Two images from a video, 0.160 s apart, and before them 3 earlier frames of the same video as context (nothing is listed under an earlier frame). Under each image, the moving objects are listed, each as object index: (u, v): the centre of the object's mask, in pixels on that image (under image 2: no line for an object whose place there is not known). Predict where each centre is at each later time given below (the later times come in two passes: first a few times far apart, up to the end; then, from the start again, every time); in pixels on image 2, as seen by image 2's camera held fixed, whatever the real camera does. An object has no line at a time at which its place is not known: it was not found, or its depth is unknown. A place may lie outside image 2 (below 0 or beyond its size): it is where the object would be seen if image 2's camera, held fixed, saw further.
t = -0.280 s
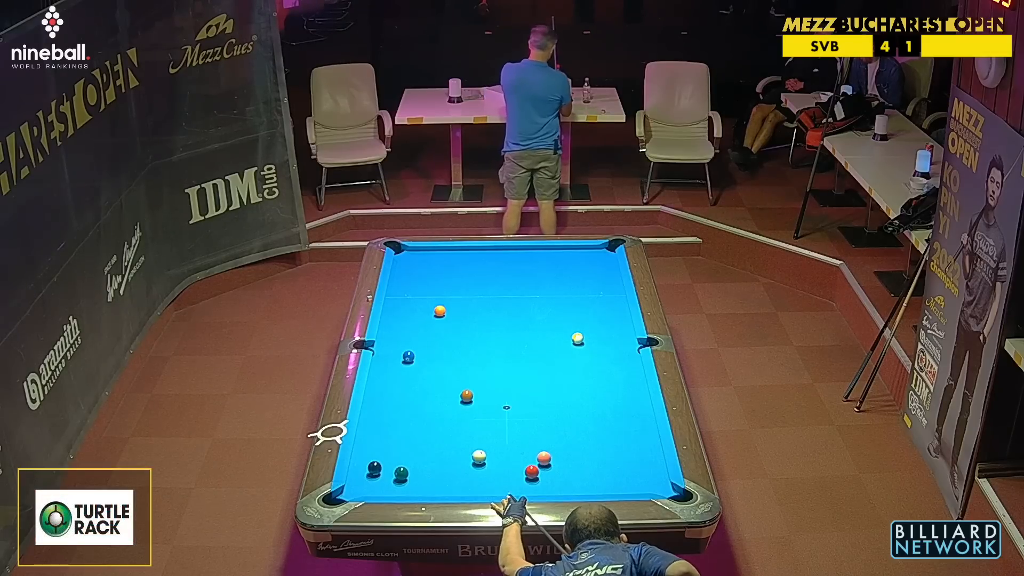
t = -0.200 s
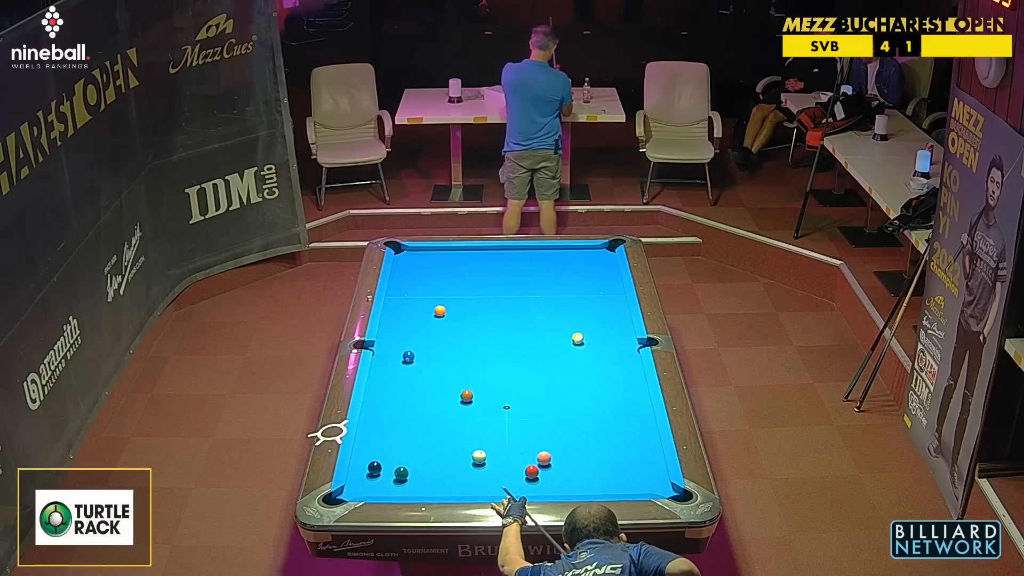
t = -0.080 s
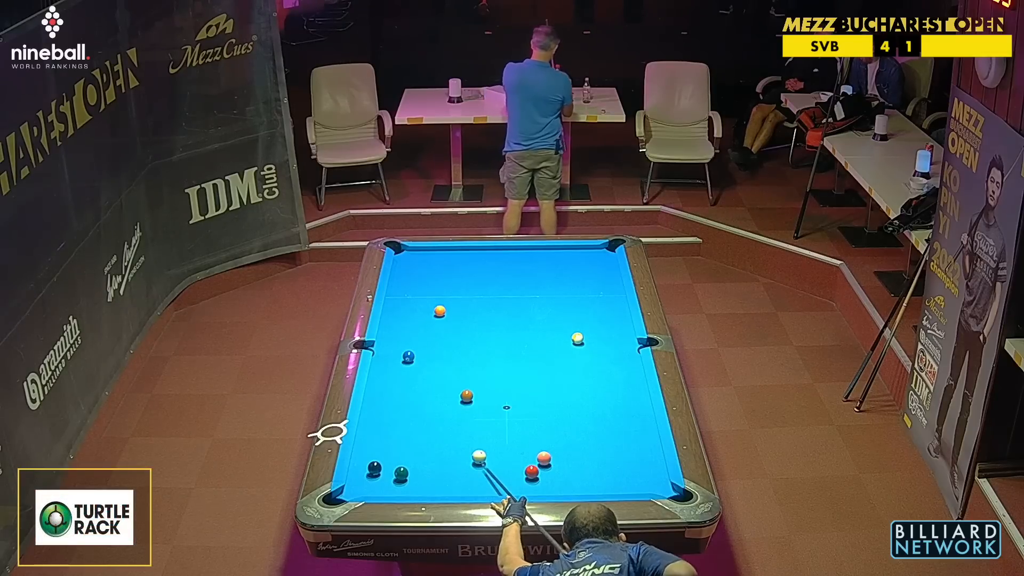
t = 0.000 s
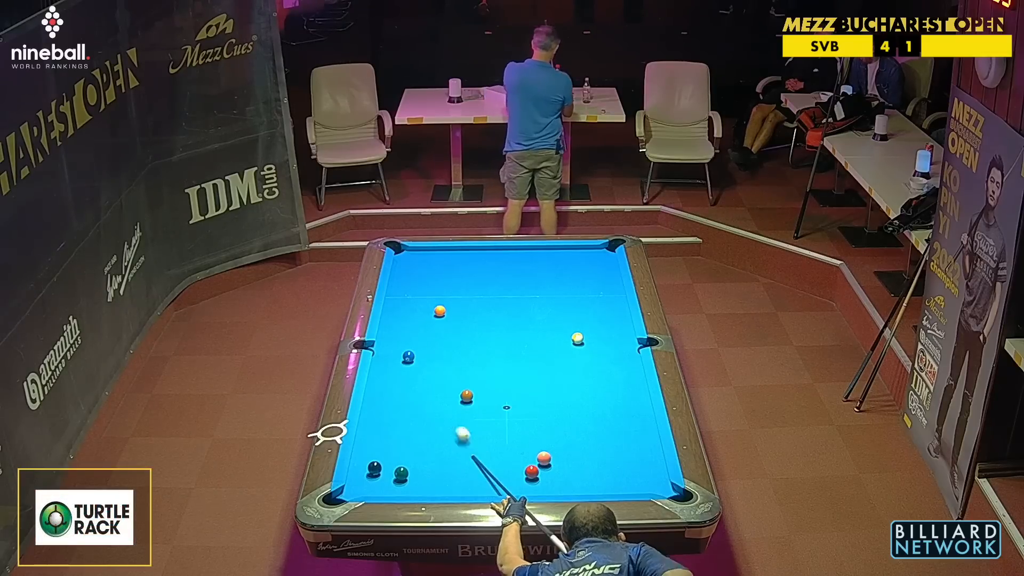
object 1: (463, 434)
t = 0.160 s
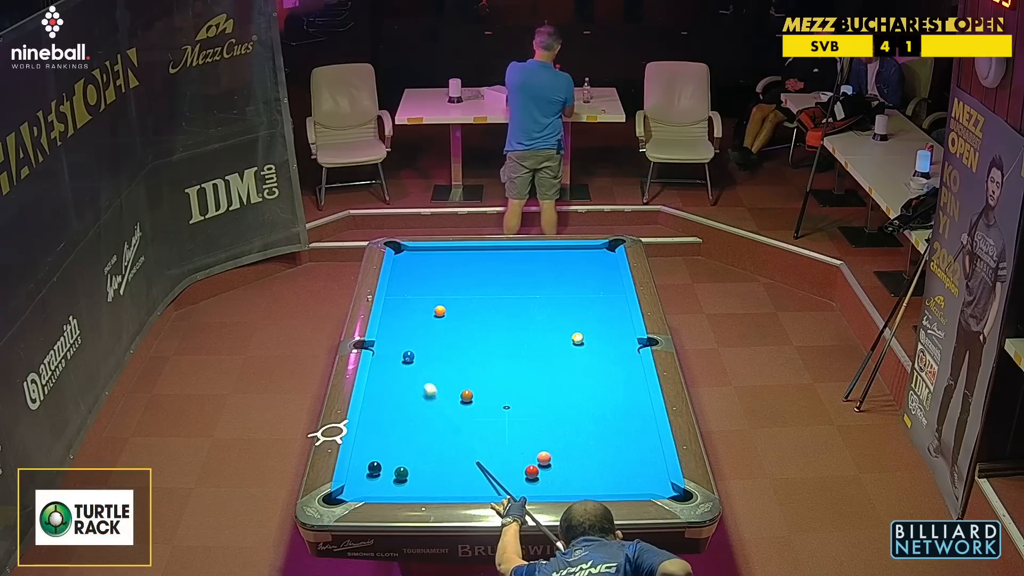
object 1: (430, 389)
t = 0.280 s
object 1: (411, 363)
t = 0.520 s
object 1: (387, 364)
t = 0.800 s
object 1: (381, 369)
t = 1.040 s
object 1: (388, 375)
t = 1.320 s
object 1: (396, 381)
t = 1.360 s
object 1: (397, 382)
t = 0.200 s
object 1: (423, 380)
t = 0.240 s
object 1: (417, 372)
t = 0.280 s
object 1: (411, 363)
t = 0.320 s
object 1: (406, 362)
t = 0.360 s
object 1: (401, 362)
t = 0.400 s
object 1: (397, 362)
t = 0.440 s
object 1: (393, 363)
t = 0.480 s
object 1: (390, 364)
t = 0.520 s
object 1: (387, 364)
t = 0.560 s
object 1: (384, 365)
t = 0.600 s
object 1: (380, 365)
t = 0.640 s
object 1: (377, 366)
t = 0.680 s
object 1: (376, 367)
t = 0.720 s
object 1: (378, 367)
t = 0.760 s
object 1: (379, 368)
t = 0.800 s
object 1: (381, 369)
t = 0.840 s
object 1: (382, 370)
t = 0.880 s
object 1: (383, 371)
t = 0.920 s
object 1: (384, 372)
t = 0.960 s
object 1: (385, 373)
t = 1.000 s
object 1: (387, 374)
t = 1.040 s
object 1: (388, 375)
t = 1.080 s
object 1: (389, 376)
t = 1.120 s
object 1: (390, 377)
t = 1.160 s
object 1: (391, 377)
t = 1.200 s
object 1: (393, 378)
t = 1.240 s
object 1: (394, 379)
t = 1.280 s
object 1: (395, 380)
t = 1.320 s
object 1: (396, 381)
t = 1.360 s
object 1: (397, 382)
